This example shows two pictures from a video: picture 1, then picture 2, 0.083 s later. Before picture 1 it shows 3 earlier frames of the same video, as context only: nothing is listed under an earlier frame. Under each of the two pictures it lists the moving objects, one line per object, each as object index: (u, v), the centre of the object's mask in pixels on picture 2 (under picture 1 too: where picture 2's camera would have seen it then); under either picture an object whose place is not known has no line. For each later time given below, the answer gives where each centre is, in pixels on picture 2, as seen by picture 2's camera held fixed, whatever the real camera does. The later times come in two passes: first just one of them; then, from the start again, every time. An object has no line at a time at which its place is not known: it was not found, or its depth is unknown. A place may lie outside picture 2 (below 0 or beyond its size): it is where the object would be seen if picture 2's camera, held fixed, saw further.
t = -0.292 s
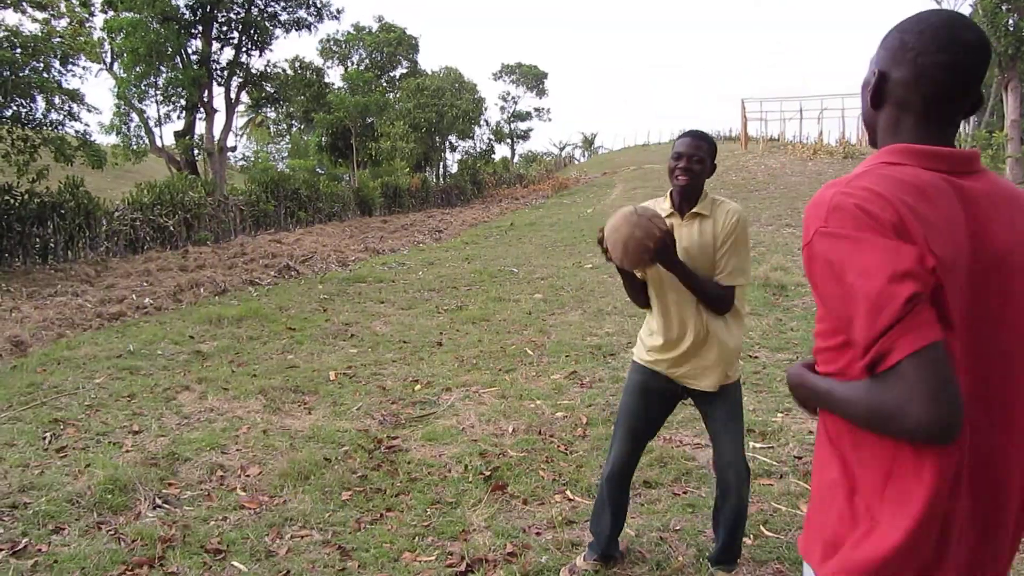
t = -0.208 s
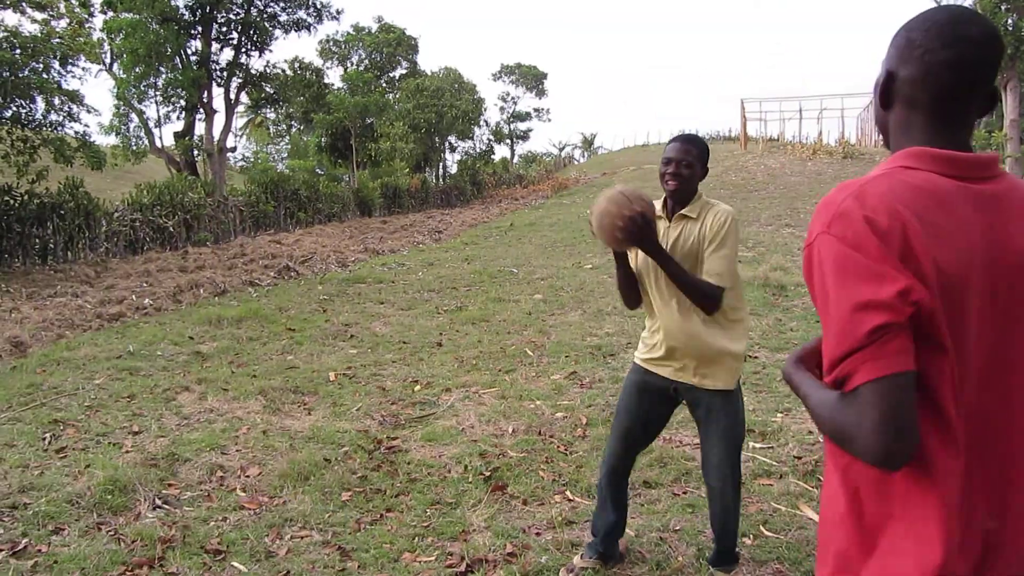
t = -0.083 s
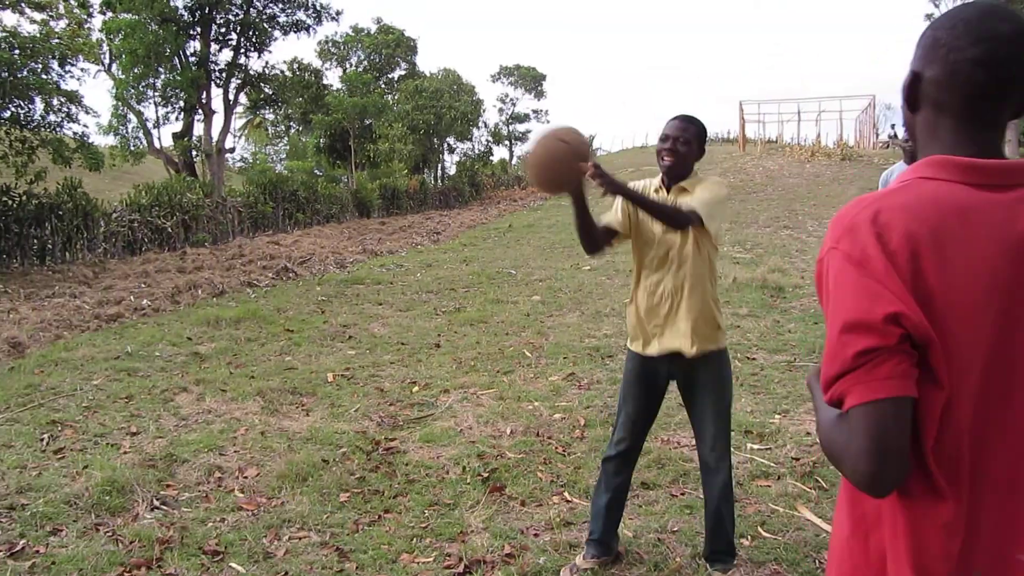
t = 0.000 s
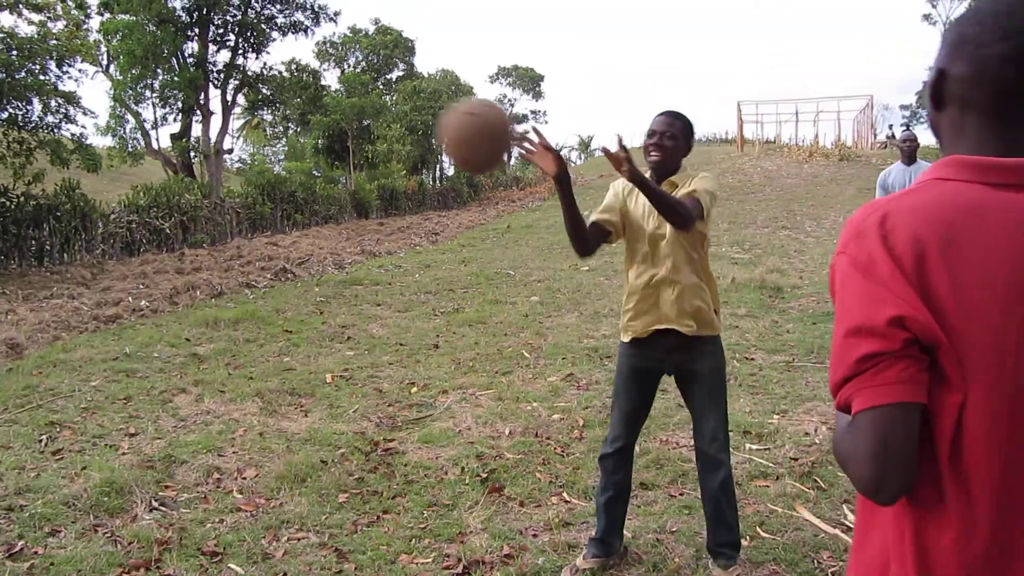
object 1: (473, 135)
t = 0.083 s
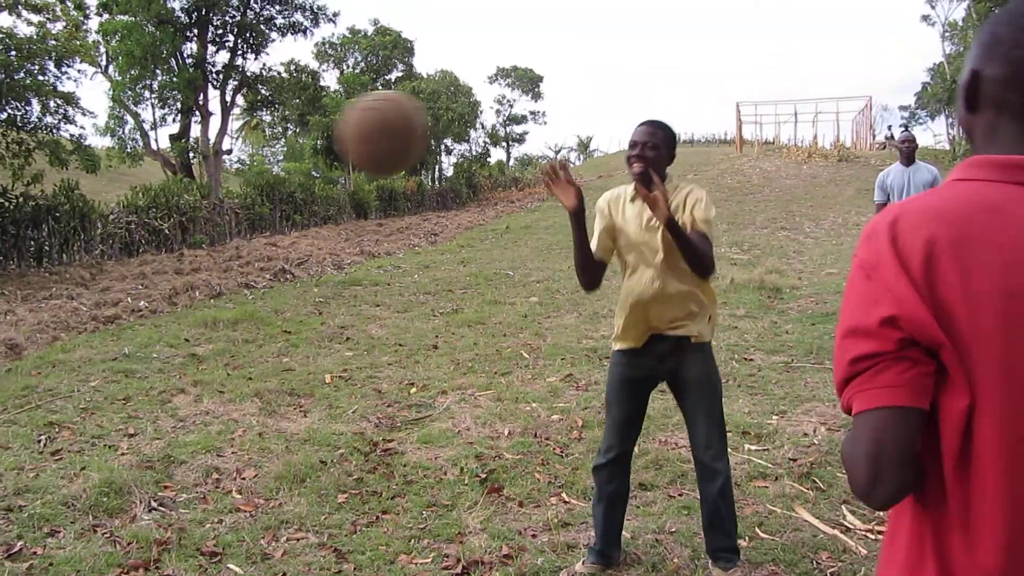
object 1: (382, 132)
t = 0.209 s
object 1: (203, 185)
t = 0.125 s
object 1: (331, 139)
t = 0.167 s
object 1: (273, 156)
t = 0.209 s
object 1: (203, 185)
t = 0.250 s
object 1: (128, 219)
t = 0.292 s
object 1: (54, 265)
